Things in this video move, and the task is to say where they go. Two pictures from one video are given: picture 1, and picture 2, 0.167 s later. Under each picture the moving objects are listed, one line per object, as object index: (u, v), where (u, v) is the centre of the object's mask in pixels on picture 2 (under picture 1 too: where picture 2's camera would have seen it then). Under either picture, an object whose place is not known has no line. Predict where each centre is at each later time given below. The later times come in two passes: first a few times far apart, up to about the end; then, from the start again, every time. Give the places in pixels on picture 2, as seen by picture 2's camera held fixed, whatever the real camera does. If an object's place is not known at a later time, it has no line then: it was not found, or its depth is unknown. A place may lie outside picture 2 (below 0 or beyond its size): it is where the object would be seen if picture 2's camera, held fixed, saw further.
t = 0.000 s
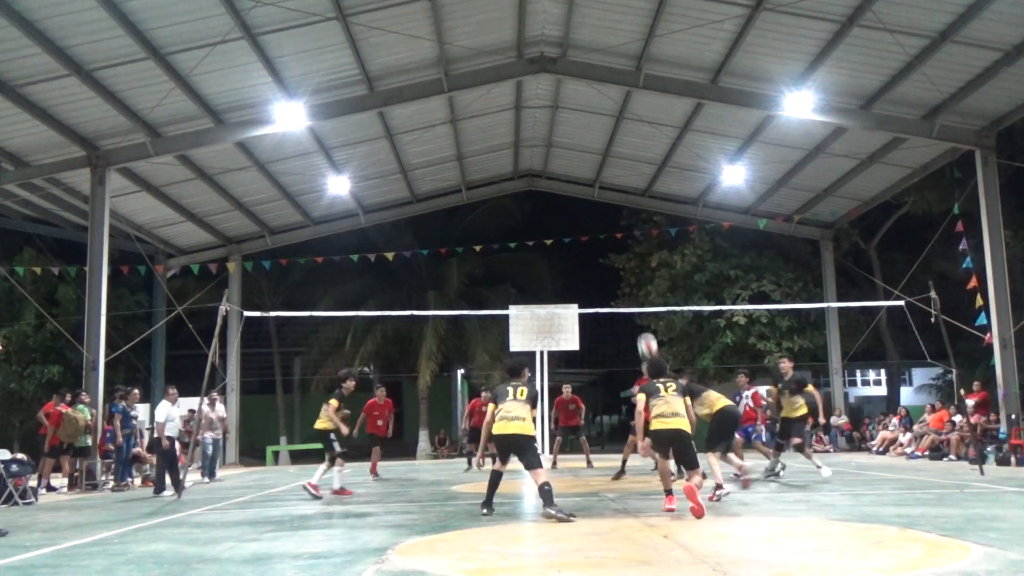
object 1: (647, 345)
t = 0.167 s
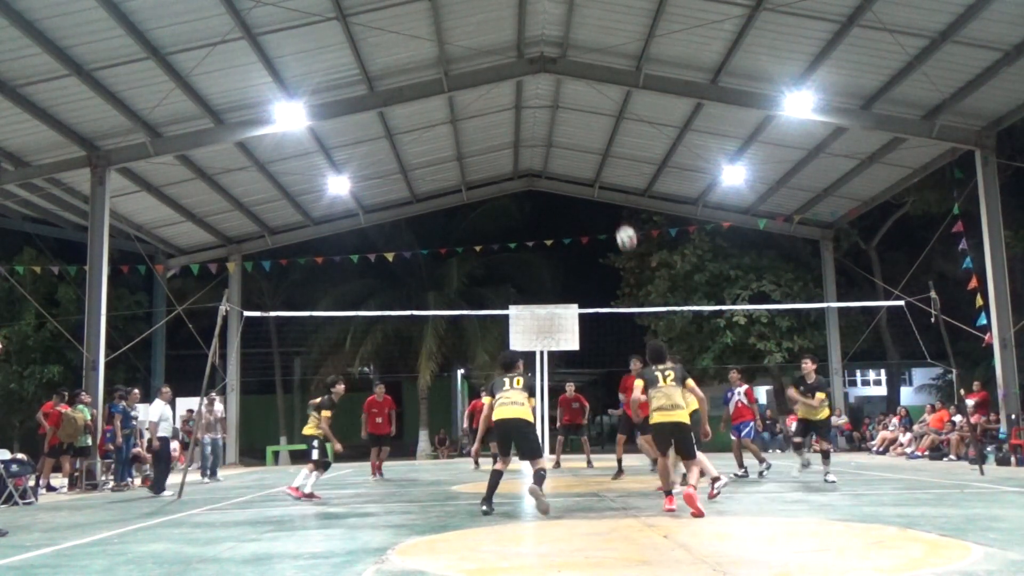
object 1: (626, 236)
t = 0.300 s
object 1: (611, 168)
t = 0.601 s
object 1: (580, 70)
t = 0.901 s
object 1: (553, 49)
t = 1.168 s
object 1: (531, 98)
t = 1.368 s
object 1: (515, 182)
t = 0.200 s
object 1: (622, 218)
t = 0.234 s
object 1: (618, 200)
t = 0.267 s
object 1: (614, 184)
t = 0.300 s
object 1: (611, 168)
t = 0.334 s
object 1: (607, 153)
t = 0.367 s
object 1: (603, 140)
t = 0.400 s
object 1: (600, 127)
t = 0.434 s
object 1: (596, 114)
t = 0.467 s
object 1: (593, 103)
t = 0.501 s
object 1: (589, 94)
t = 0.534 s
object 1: (586, 85)
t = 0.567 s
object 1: (583, 77)
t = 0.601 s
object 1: (580, 70)
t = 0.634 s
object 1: (577, 64)
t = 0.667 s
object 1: (574, 59)
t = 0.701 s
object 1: (571, 54)
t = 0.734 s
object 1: (568, 51)
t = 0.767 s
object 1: (565, 48)
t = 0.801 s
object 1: (561, 47)
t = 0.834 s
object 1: (559, 47)
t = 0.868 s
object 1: (556, 47)
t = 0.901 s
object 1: (553, 49)
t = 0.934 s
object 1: (551, 51)
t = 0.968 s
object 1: (548, 55)
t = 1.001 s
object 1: (545, 59)
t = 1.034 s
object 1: (542, 64)
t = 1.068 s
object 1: (539, 70)
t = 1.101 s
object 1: (535, 77)
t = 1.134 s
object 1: (534, 87)
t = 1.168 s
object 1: (531, 98)
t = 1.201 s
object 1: (528, 108)
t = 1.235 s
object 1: (526, 121)
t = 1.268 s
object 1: (523, 134)
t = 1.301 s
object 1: (520, 148)
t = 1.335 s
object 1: (517, 165)
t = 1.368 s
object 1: (515, 182)
